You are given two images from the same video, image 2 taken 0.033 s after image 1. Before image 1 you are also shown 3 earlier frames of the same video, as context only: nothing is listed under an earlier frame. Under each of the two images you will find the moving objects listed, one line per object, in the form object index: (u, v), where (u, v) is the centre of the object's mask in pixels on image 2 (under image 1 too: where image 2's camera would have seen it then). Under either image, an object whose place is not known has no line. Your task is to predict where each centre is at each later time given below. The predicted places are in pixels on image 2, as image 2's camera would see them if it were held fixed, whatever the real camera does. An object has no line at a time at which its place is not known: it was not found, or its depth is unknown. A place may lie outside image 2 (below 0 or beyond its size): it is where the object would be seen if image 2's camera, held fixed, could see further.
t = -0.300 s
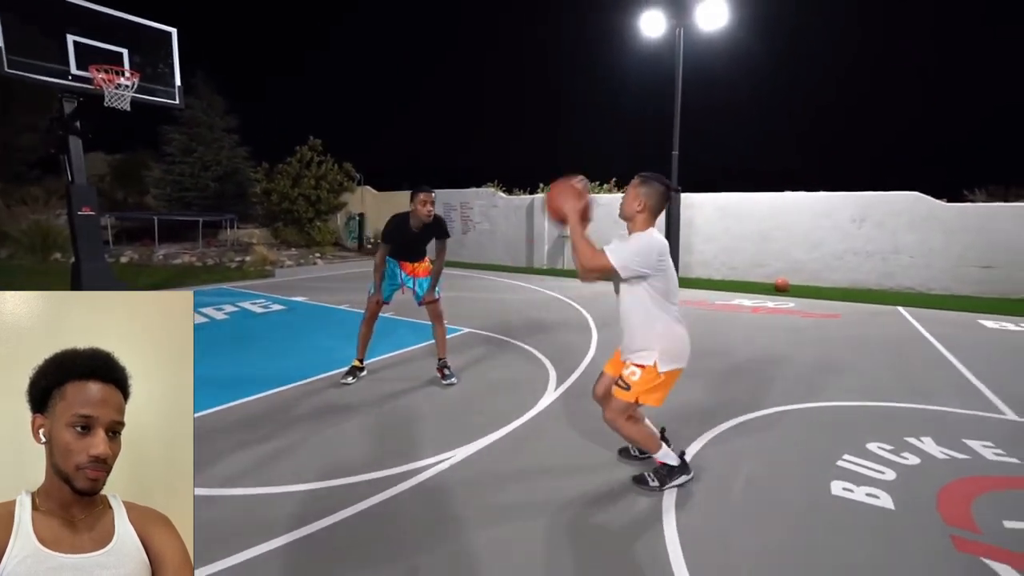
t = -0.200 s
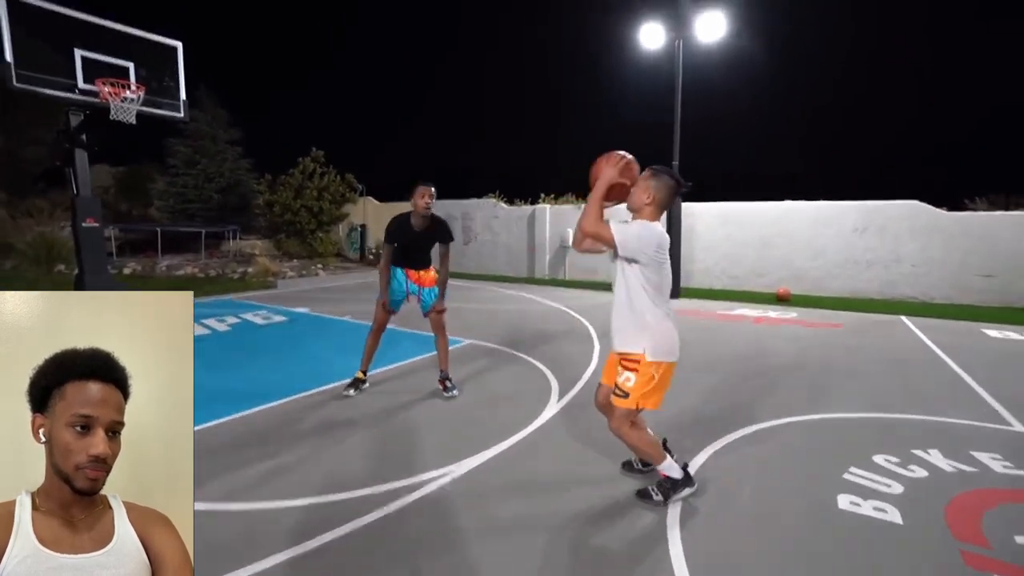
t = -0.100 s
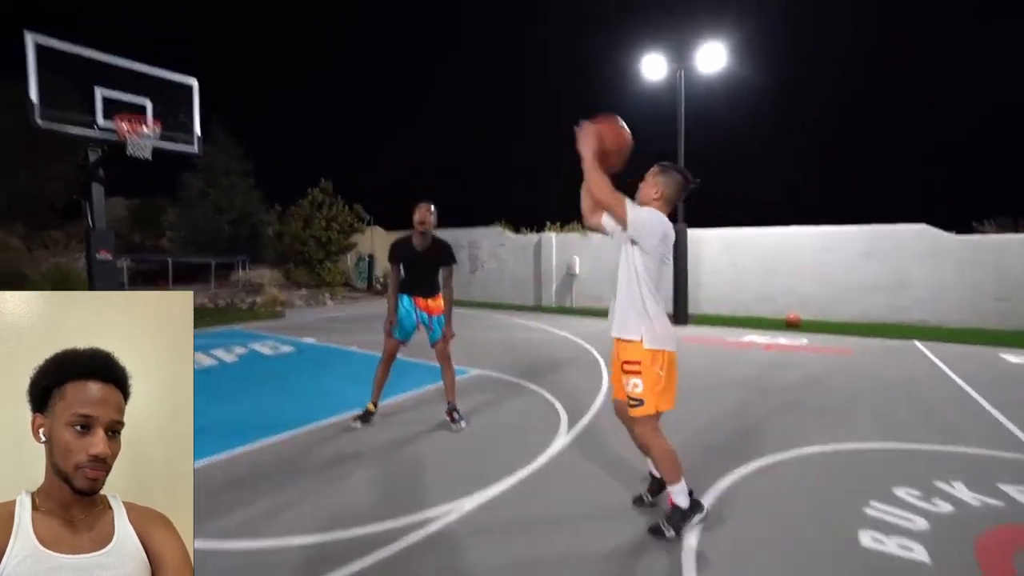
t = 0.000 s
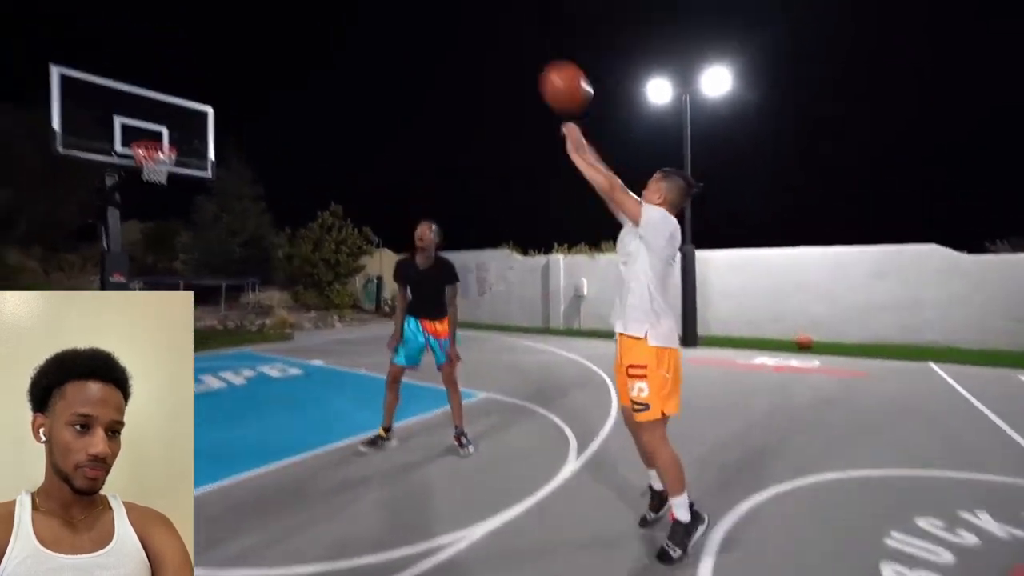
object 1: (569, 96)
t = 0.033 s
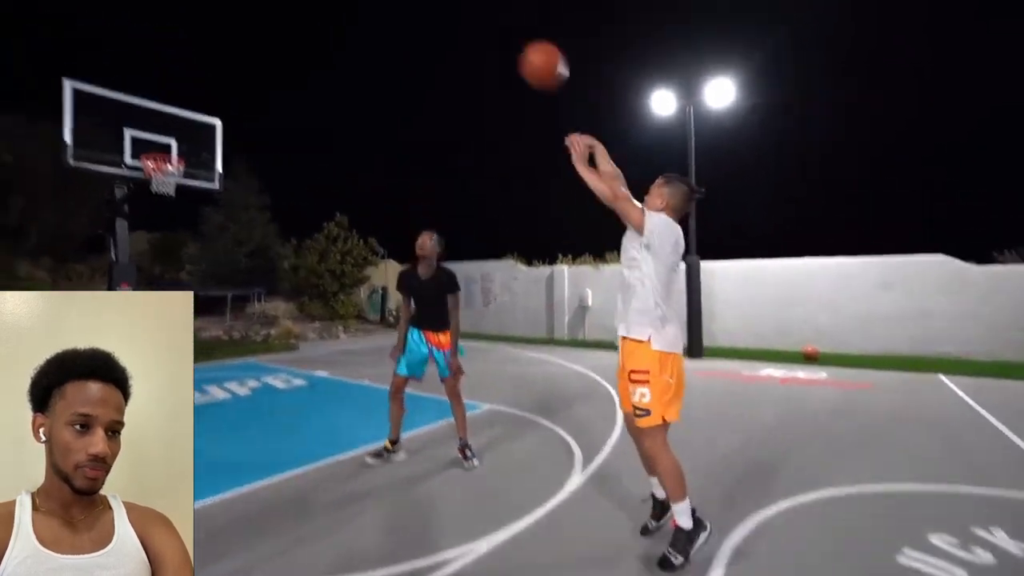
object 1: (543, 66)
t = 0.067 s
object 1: (511, 38)
